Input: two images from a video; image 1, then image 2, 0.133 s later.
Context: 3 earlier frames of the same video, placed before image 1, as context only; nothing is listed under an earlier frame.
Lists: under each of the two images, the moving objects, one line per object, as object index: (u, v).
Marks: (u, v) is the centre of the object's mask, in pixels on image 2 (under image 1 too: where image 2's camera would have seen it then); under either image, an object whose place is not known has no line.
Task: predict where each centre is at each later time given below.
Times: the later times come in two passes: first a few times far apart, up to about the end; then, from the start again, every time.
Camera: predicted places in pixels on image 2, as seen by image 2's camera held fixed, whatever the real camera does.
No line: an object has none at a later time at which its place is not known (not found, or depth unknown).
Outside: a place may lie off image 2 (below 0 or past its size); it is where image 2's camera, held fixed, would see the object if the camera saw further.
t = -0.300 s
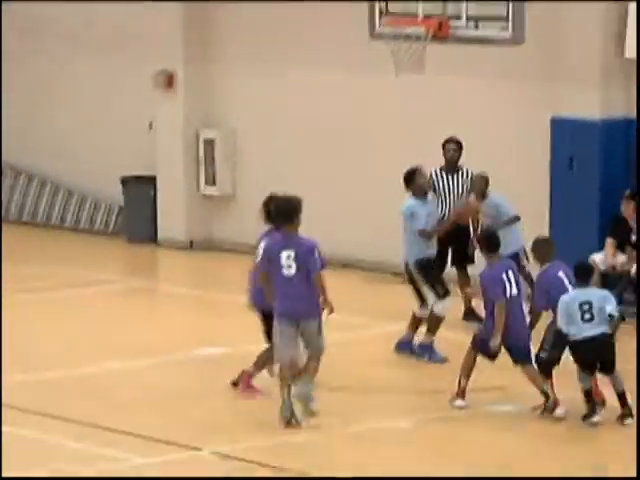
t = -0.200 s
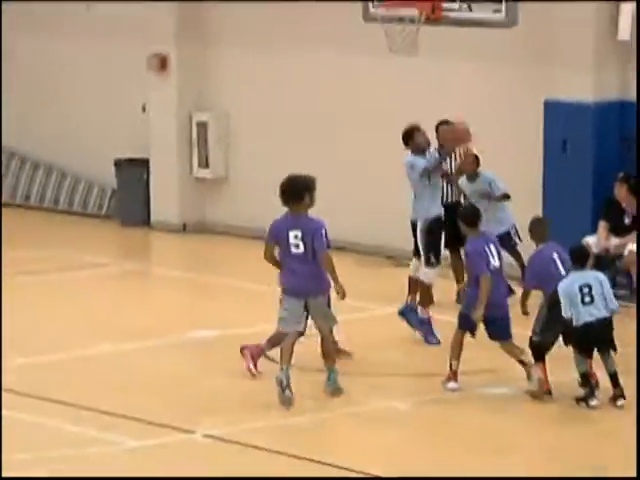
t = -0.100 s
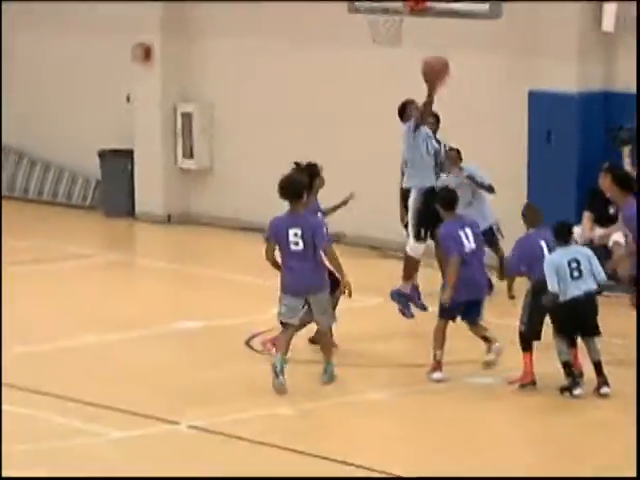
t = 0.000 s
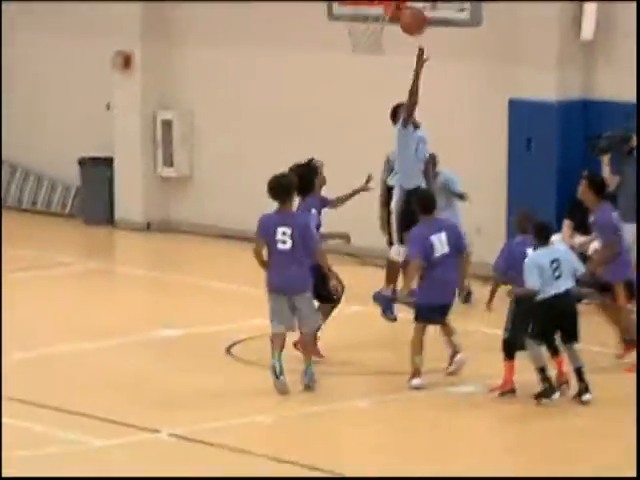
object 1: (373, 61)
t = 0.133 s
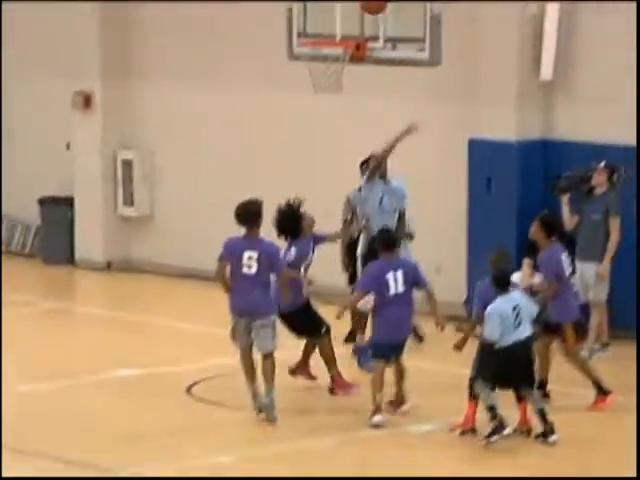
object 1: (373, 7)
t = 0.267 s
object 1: (358, -10)
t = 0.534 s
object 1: (320, 35)
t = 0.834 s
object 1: (316, 105)
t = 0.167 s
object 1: (372, -3)
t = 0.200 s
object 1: (367, -9)
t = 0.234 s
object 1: (363, -11)
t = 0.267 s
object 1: (358, -10)
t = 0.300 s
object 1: (353, -9)
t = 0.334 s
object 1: (349, -6)
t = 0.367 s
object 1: (344, -2)
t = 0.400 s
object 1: (339, 4)
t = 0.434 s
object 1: (334, 10)
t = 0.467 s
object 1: (329, 18)
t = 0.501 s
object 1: (325, 27)
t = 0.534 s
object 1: (320, 35)
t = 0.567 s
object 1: (315, 51)
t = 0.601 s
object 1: (311, 61)
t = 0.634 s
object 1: (308, 68)
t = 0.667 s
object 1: (309, 71)
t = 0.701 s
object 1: (311, 73)
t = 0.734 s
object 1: (312, 75)
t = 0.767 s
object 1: (313, 89)
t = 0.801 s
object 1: (314, 96)
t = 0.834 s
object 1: (316, 105)
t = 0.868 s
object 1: (317, 115)
